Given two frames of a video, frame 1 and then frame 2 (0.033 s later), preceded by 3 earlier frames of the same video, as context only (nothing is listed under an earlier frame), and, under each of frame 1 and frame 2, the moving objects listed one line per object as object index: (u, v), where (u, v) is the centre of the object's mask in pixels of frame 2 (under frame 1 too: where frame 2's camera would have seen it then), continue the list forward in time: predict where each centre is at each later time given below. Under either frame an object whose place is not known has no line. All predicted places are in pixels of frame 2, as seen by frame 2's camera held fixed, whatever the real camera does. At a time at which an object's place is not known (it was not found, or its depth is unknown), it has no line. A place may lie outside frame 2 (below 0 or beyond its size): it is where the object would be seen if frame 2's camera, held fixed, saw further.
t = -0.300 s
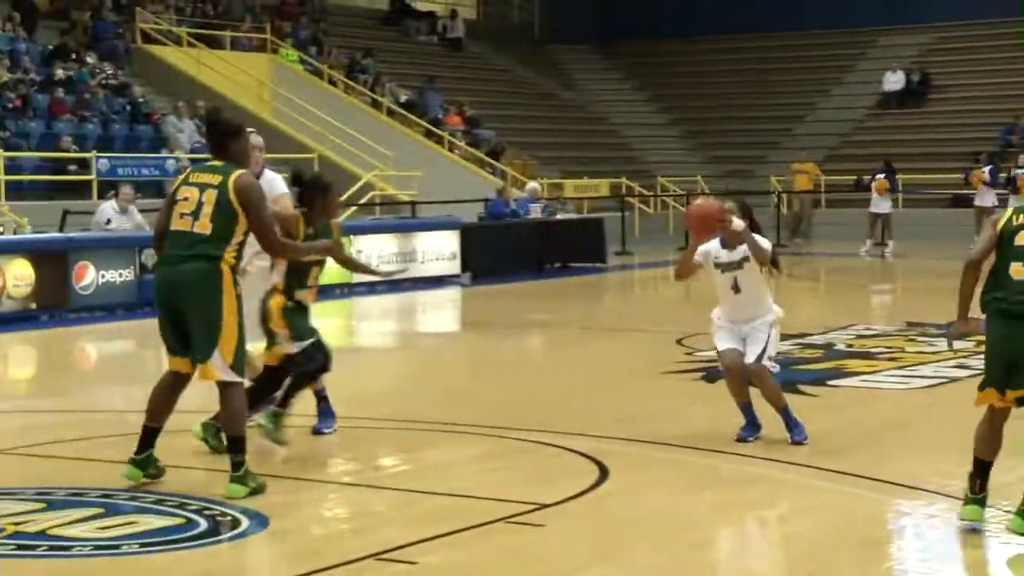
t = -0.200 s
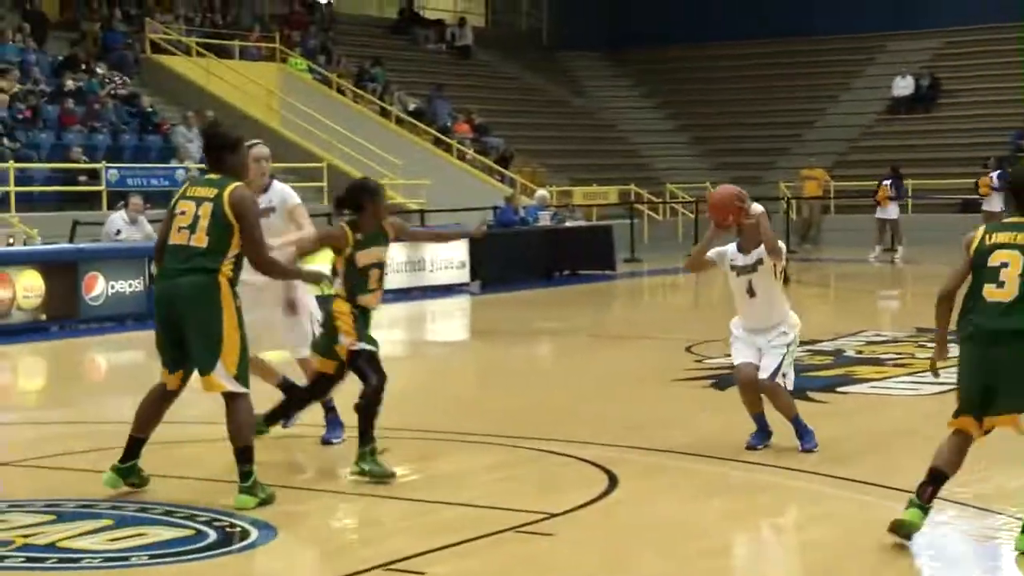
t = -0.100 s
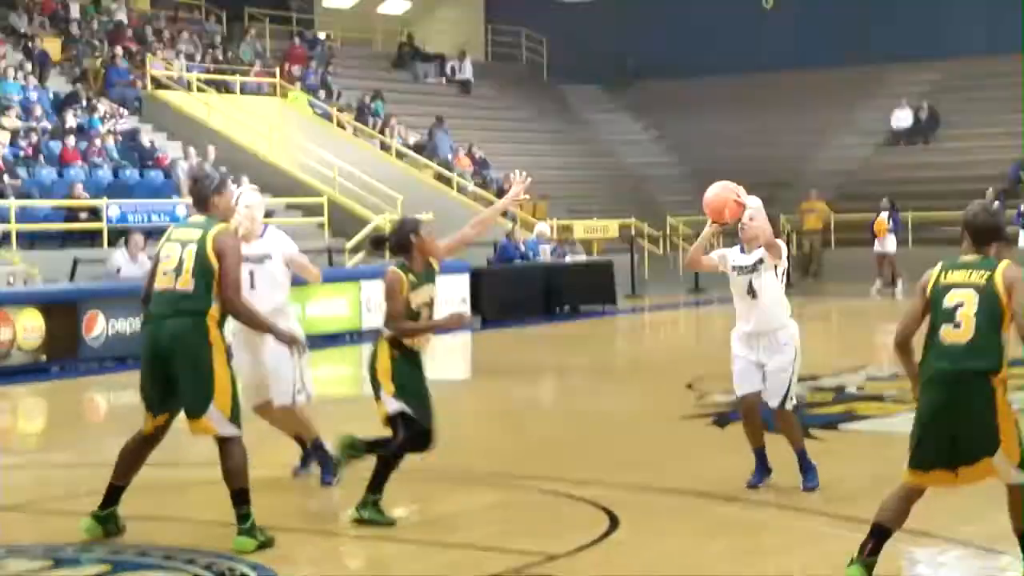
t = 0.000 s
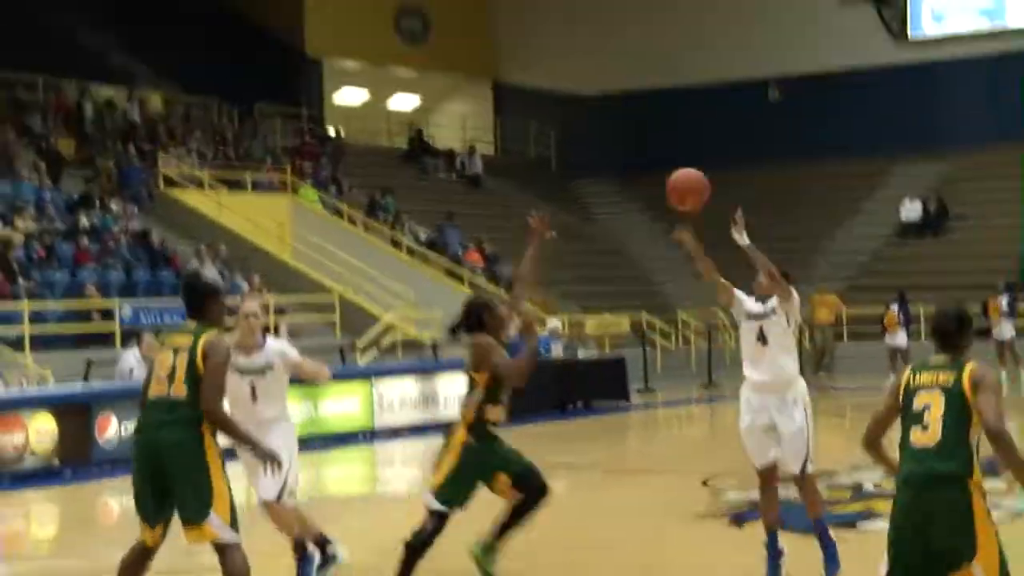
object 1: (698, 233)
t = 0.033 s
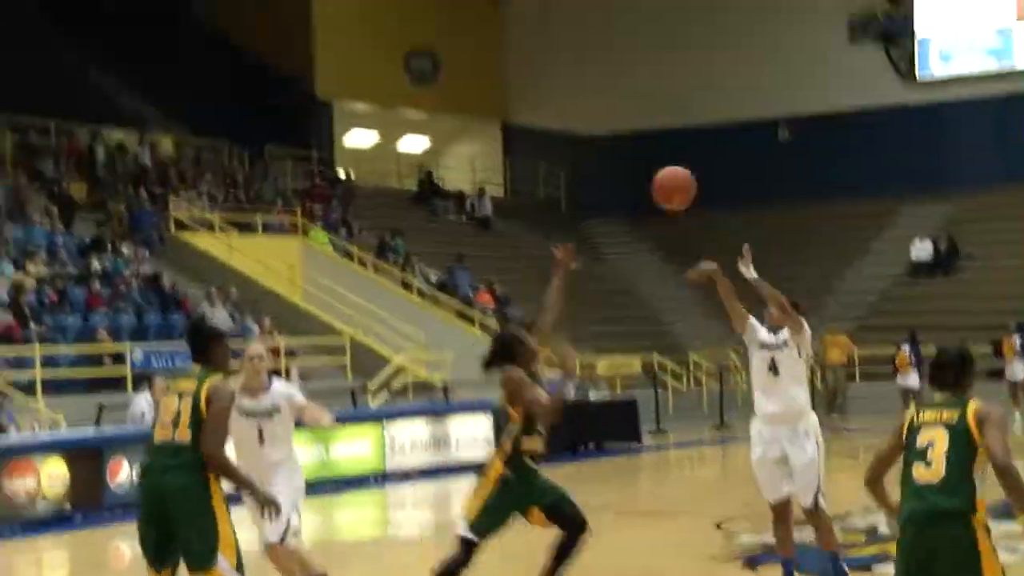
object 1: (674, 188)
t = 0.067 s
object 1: (649, 145)
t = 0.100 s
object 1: (624, 104)
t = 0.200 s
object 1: (549, -1)
